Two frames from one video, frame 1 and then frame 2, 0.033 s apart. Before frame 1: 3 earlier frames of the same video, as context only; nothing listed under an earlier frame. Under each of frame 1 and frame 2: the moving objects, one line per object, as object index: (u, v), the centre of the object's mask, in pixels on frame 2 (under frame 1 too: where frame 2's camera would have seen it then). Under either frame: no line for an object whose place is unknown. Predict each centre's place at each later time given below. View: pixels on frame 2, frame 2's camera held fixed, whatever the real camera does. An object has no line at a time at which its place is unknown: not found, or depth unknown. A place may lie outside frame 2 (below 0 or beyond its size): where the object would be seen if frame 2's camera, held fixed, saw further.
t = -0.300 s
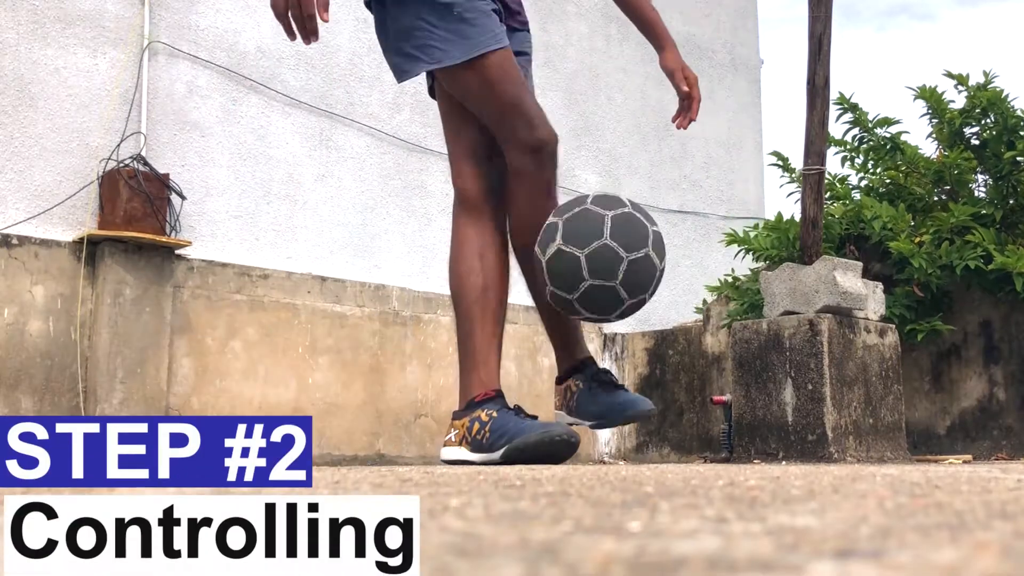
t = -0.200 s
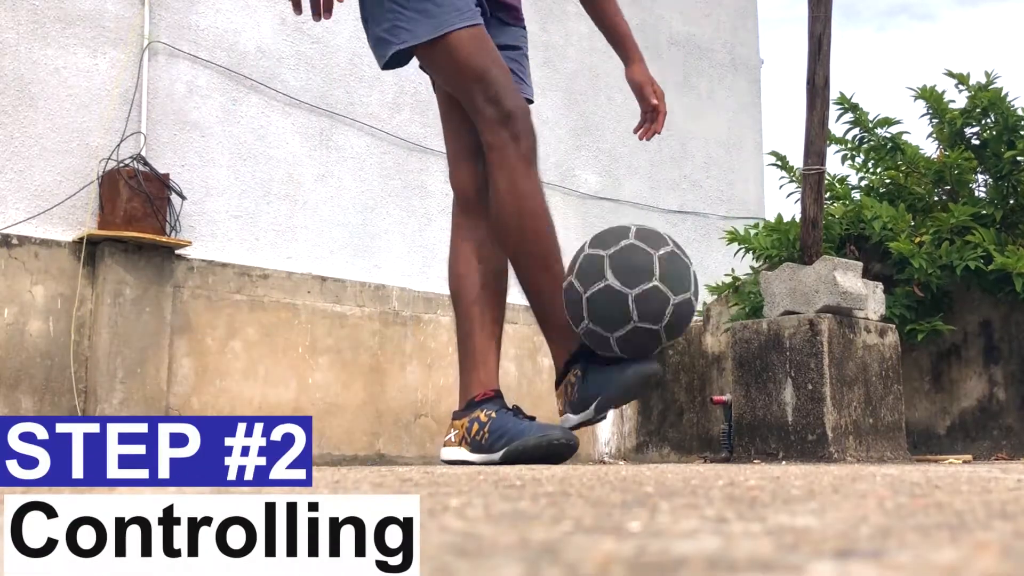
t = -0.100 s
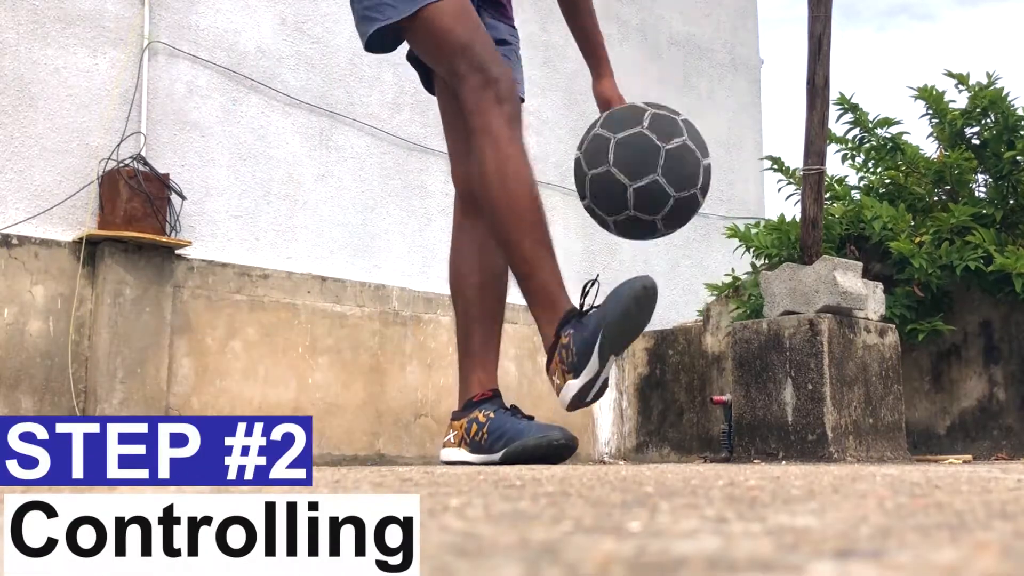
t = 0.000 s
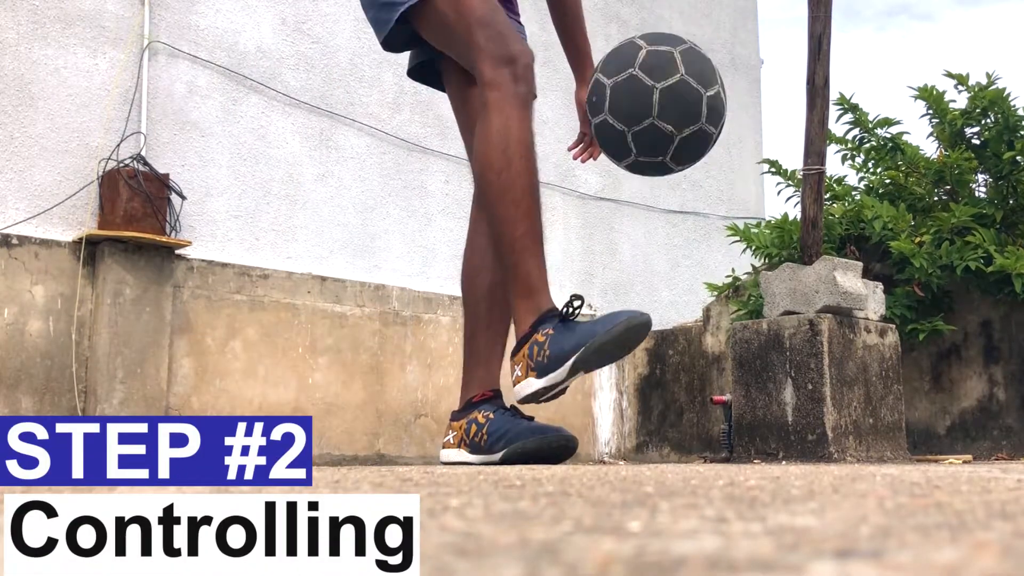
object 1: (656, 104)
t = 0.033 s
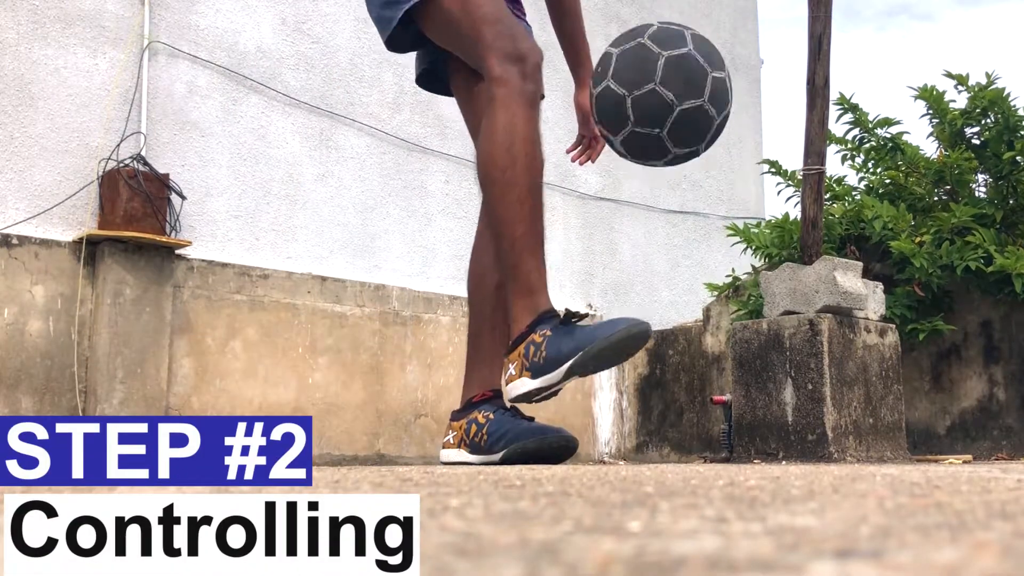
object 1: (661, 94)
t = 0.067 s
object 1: (666, 91)
